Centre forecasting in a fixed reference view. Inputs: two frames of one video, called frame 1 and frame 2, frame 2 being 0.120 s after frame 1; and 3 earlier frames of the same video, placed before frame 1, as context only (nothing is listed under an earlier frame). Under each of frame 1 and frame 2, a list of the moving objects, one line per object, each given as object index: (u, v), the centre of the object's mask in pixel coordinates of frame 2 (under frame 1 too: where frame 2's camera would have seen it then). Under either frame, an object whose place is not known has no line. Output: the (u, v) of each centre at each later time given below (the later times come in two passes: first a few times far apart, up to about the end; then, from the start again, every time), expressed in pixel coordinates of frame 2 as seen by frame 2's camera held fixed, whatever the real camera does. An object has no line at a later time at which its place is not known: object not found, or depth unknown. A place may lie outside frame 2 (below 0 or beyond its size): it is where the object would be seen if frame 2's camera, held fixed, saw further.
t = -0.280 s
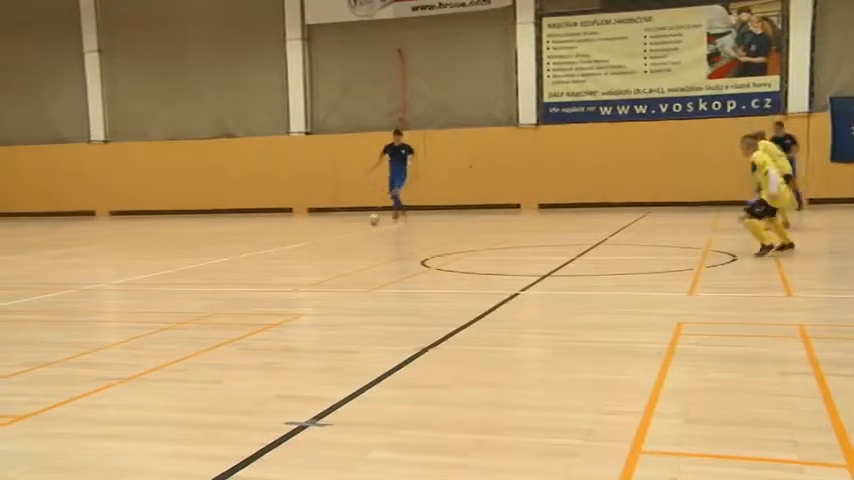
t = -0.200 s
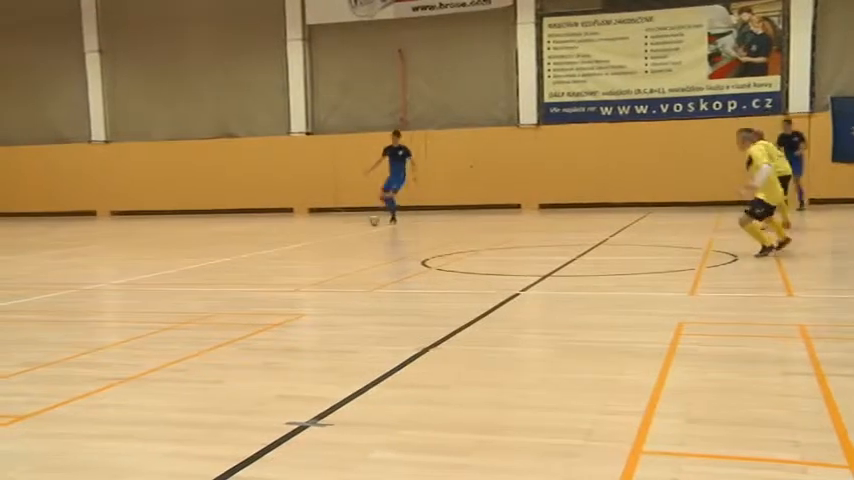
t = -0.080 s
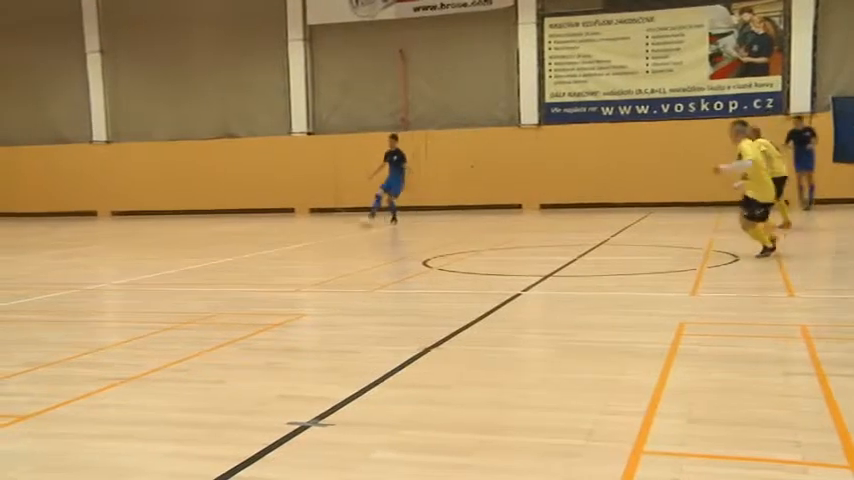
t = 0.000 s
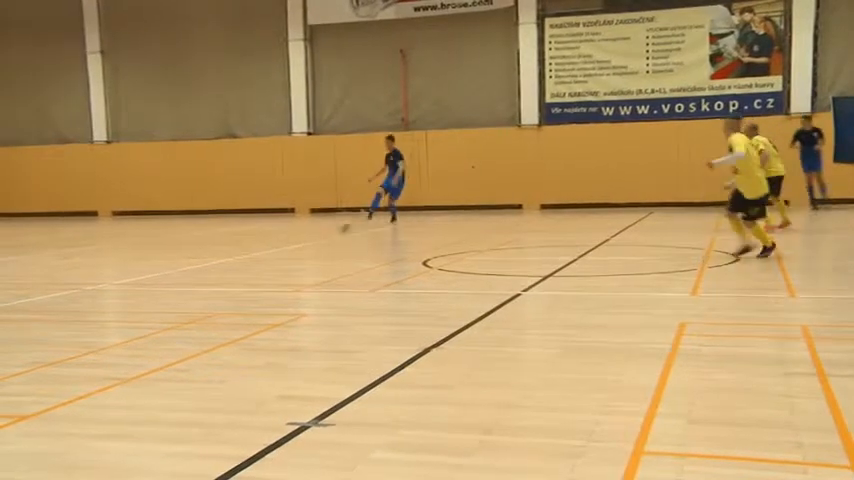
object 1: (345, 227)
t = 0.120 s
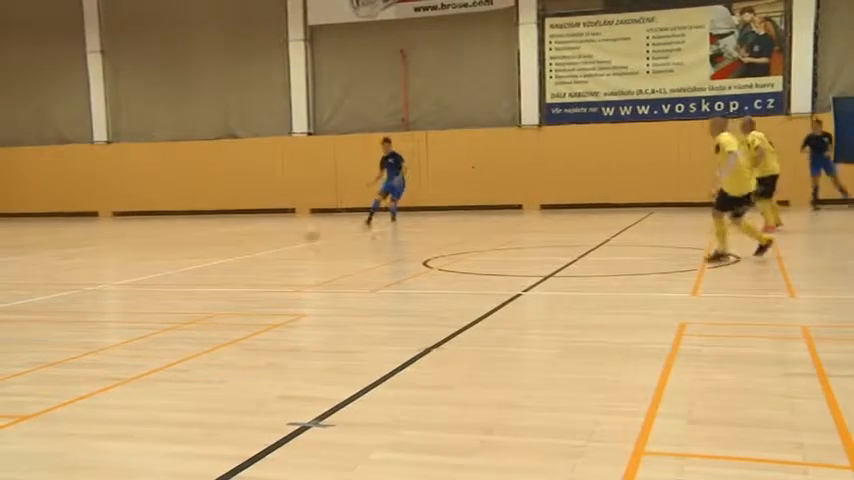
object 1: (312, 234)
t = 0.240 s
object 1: (274, 244)
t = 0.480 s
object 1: (187, 261)
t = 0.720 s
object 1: (81, 282)
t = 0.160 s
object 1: (299, 238)
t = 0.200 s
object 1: (289, 240)
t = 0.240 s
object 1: (274, 244)
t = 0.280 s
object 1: (263, 246)
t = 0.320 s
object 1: (247, 248)
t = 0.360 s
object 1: (232, 251)
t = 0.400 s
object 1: (219, 255)
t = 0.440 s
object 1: (203, 258)
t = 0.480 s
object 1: (187, 261)
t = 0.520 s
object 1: (172, 264)
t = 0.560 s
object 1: (155, 268)
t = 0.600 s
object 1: (136, 270)
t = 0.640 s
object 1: (117, 276)
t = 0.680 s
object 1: (98, 279)
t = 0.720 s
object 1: (81, 282)
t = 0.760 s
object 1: (58, 287)
